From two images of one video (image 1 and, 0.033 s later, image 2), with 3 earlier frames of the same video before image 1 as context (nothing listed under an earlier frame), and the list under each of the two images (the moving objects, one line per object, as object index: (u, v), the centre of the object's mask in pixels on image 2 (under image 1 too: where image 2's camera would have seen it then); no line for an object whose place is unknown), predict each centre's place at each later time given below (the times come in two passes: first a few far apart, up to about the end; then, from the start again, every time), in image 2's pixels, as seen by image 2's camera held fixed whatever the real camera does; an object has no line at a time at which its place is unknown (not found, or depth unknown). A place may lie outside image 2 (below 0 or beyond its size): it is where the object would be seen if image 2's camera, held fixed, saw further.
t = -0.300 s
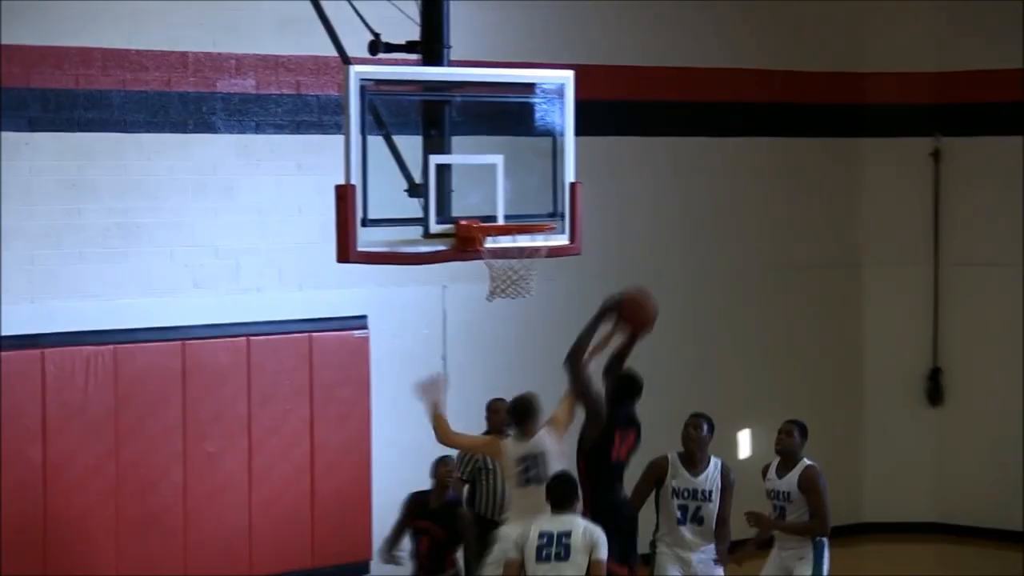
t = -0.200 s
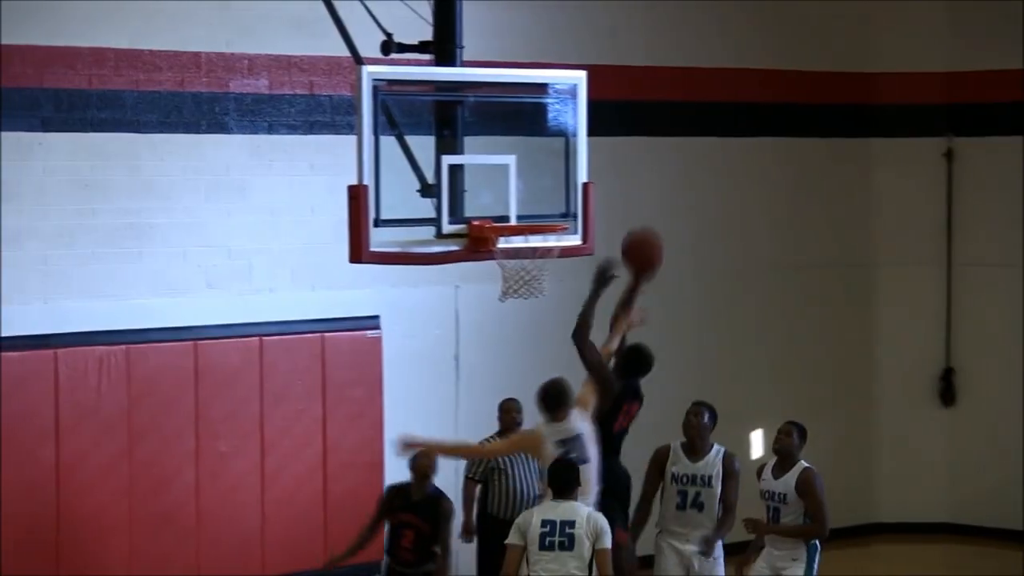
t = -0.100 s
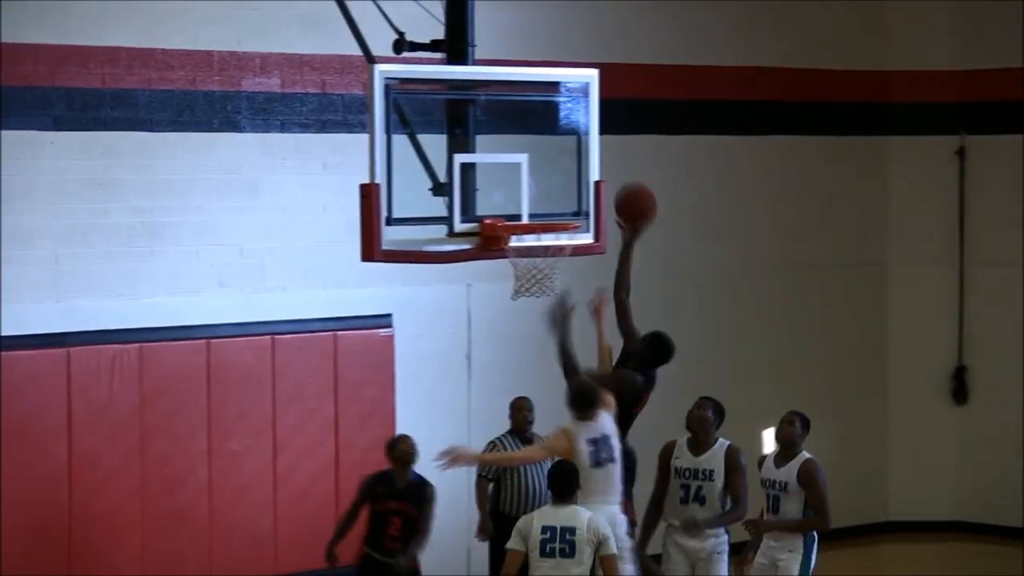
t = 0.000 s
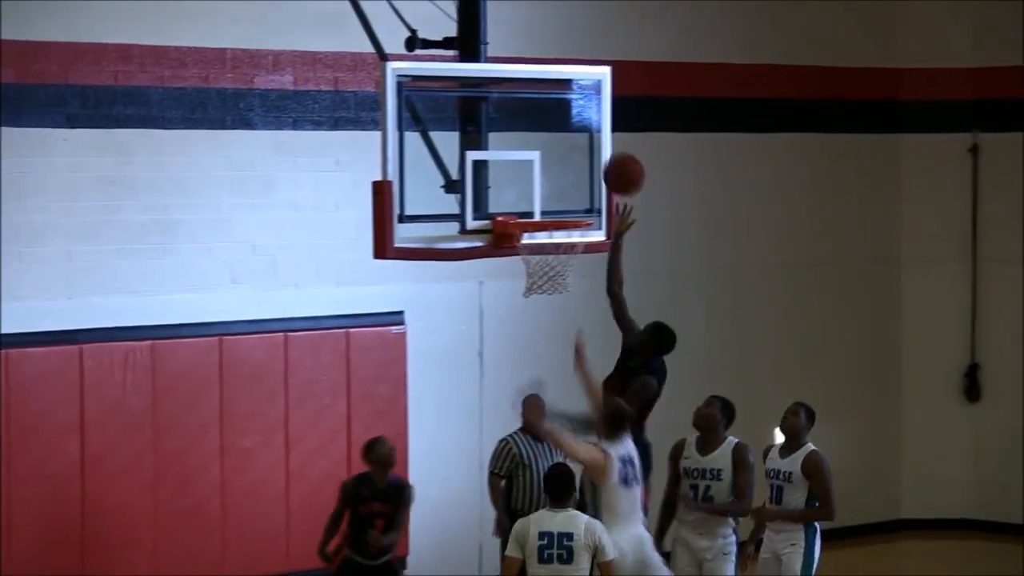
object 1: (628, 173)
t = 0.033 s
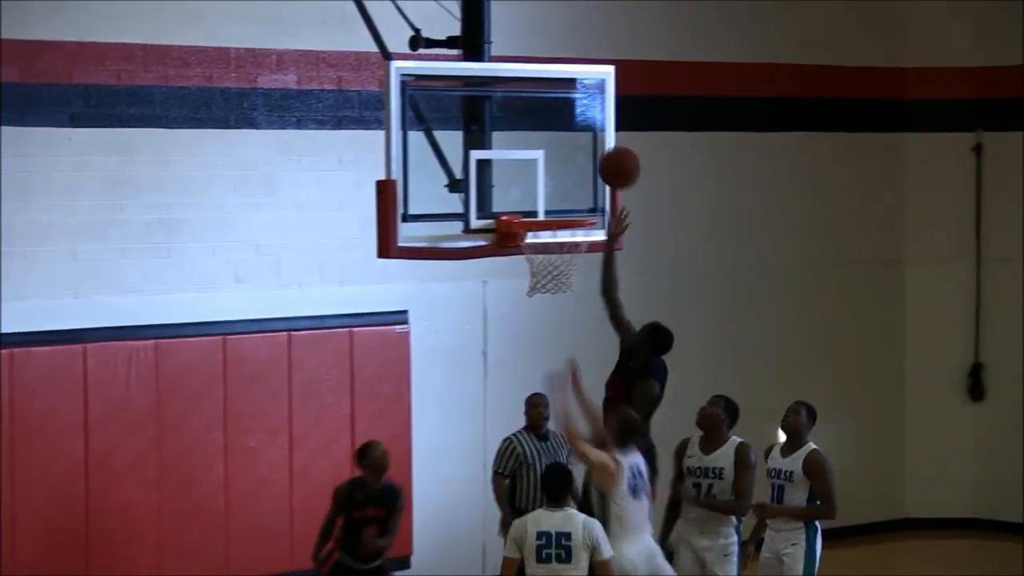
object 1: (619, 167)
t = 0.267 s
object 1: (563, 180)
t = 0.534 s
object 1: (562, 274)
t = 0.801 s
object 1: (579, 347)
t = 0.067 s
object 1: (611, 164)
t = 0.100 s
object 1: (603, 162)
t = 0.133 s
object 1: (594, 161)
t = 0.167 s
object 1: (586, 163)
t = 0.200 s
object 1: (579, 167)
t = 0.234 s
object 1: (571, 172)
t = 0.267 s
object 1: (563, 180)
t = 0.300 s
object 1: (555, 188)
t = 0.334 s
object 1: (547, 199)
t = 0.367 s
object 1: (540, 207)
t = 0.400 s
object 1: (536, 221)
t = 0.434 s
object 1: (541, 241)
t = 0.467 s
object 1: (551, 250)
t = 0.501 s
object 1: (556, 262)
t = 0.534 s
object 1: (562, 274)
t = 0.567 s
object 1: (566, 278)
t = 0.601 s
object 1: (568, 285)
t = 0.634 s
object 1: (569, 292)
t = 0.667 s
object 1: (571, 299)
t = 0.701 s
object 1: (572, 309)
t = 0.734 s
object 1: (574, 320)
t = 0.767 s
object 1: (577, 333)
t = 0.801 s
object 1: (579, 347)
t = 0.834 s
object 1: (581, 365)
